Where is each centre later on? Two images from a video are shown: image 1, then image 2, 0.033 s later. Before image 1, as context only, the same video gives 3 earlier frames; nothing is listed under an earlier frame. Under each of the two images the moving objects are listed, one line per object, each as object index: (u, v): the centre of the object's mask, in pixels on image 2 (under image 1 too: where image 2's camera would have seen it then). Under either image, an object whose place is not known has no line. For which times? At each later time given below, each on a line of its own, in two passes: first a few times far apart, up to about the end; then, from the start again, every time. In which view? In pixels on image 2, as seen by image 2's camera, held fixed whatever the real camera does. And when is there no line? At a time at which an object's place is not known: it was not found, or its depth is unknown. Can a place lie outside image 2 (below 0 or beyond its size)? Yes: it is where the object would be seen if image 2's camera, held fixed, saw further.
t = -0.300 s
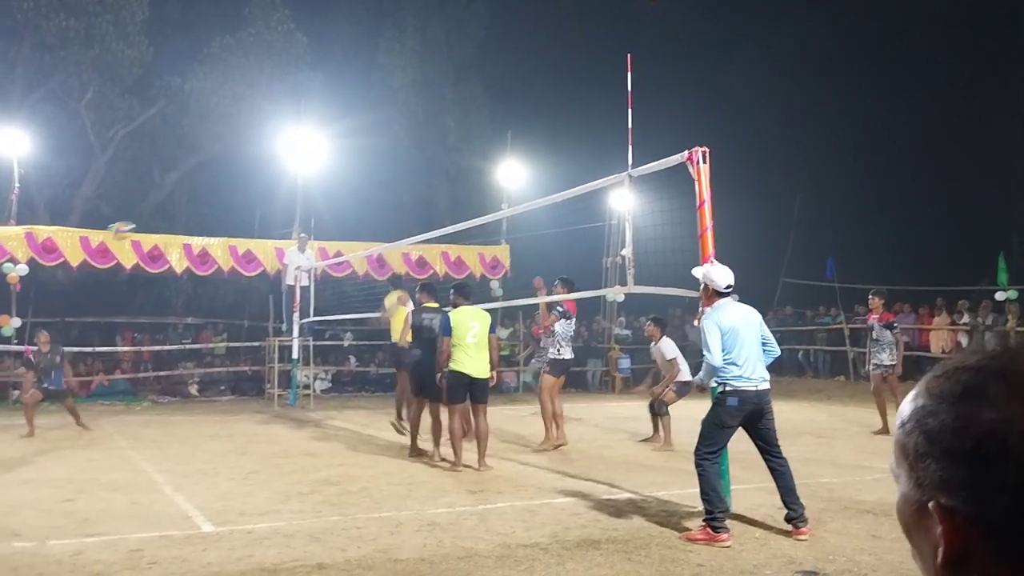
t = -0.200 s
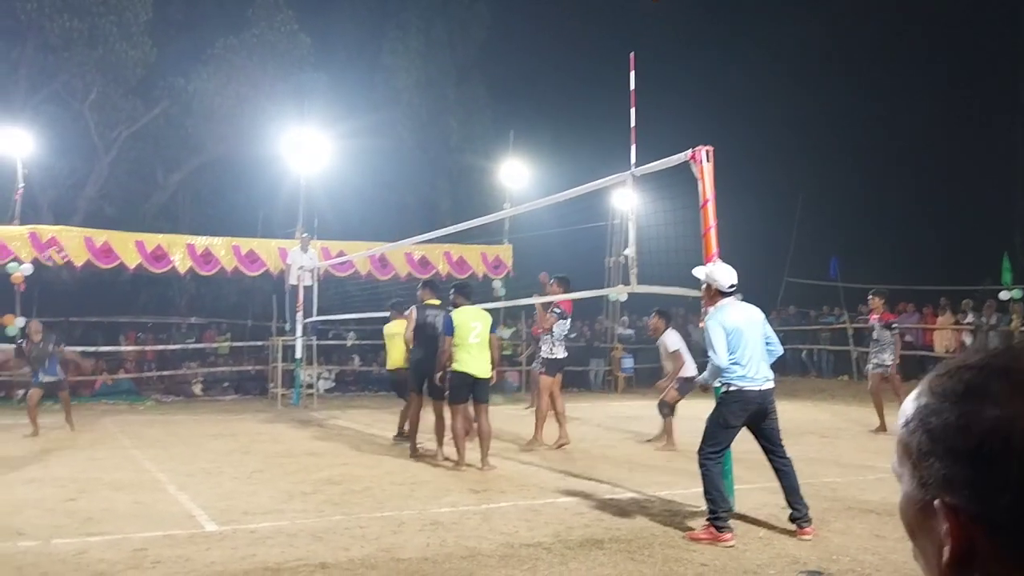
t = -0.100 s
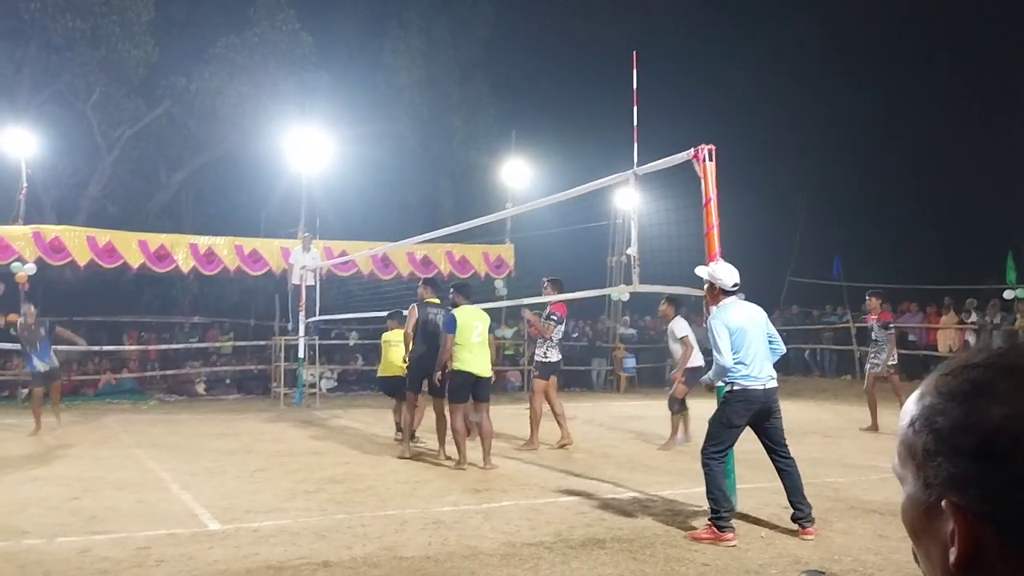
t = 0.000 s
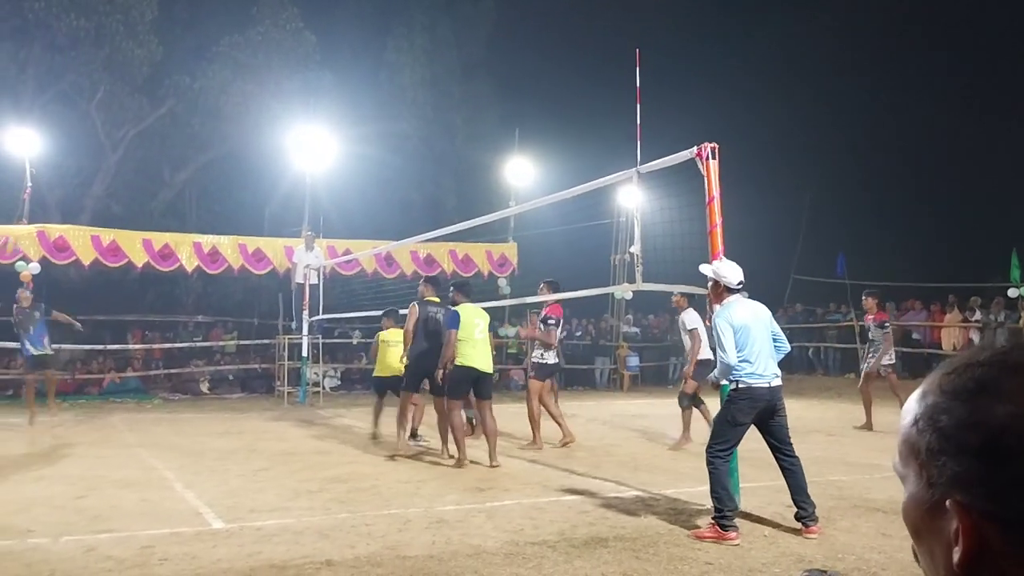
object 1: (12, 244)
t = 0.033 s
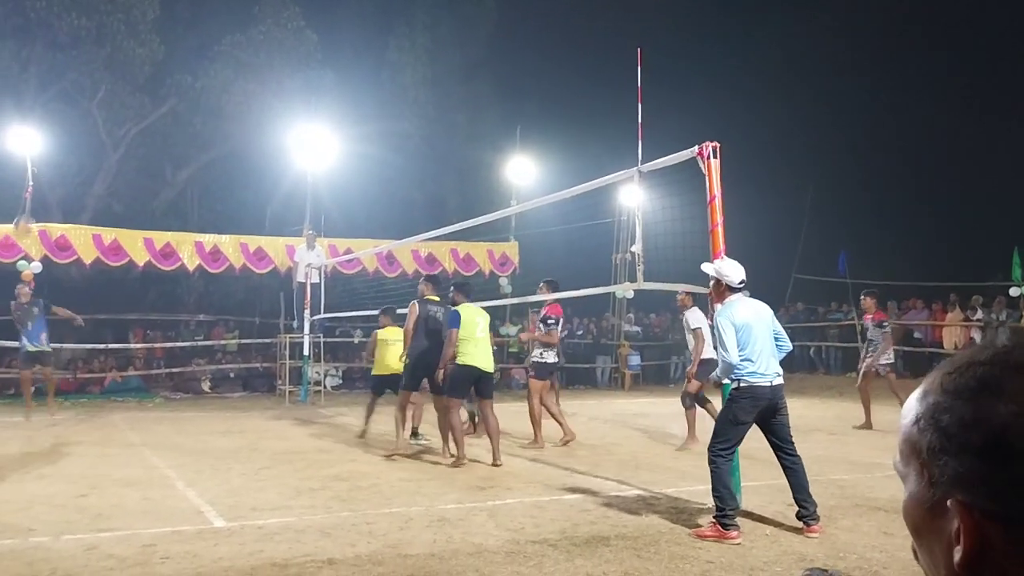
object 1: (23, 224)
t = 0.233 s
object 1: (89, 134)
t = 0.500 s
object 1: (178, 62)
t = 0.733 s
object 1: (256, 48)
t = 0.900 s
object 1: (311, 69)
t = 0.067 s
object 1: (35, 209)
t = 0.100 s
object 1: (45, 191)
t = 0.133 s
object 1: (55, 176)
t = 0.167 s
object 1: (67, 161)
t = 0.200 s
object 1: (78, 147)
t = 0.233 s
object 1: (89, 134)
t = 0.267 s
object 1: (100, 122)
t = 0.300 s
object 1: (111, 111)
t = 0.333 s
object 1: (123, 100)
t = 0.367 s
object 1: (133, 90)
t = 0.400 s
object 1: (144, 82)
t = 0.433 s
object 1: (156, 74)
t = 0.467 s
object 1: (167, 68)
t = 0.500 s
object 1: (178, 62)
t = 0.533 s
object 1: (189, 56)
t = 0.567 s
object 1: (200, 52)
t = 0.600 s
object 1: (210, 50)
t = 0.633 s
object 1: (222, 48)
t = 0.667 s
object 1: (233, 47)
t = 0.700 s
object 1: (244, 47)
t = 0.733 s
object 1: (256, 48)
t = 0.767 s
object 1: (267, 50)
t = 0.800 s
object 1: (278, 53)
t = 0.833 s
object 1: (290, 57)
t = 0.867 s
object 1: (300, 63)
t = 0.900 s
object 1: (311, 69)
